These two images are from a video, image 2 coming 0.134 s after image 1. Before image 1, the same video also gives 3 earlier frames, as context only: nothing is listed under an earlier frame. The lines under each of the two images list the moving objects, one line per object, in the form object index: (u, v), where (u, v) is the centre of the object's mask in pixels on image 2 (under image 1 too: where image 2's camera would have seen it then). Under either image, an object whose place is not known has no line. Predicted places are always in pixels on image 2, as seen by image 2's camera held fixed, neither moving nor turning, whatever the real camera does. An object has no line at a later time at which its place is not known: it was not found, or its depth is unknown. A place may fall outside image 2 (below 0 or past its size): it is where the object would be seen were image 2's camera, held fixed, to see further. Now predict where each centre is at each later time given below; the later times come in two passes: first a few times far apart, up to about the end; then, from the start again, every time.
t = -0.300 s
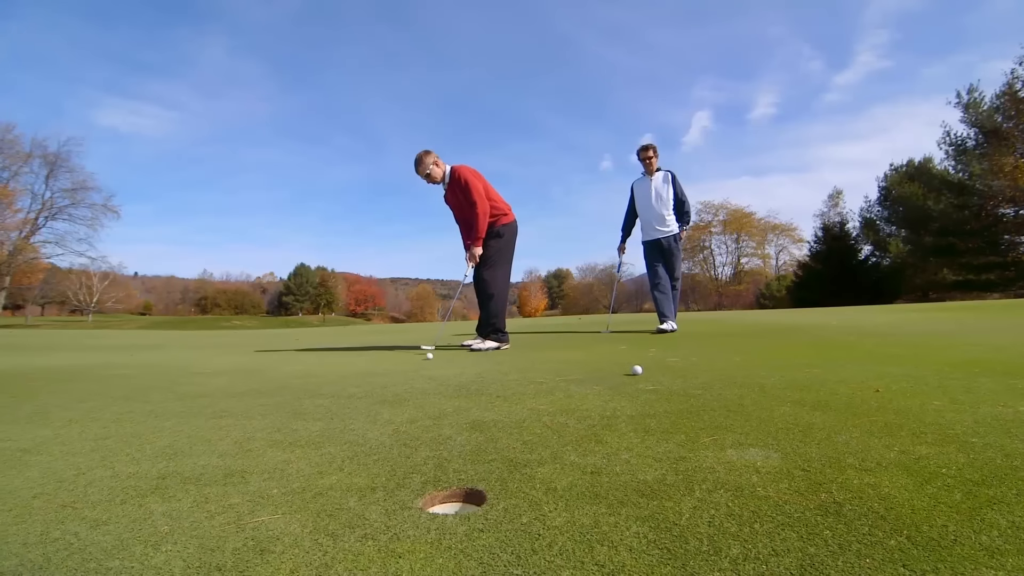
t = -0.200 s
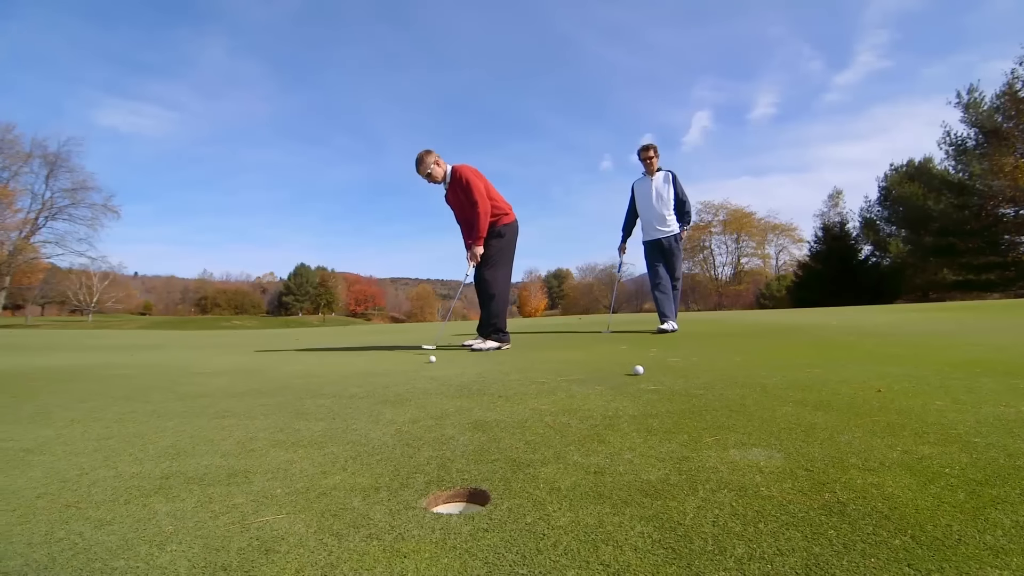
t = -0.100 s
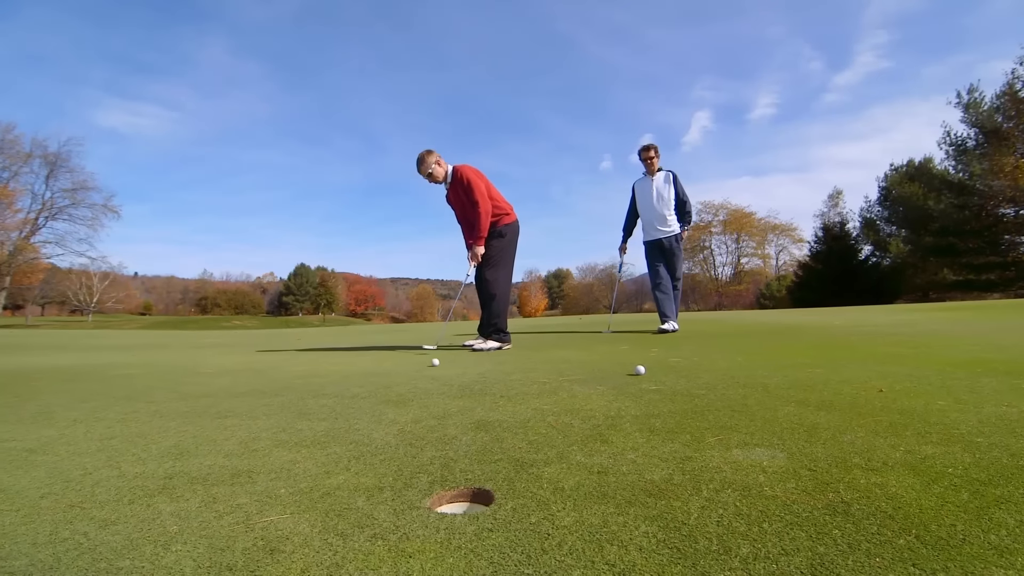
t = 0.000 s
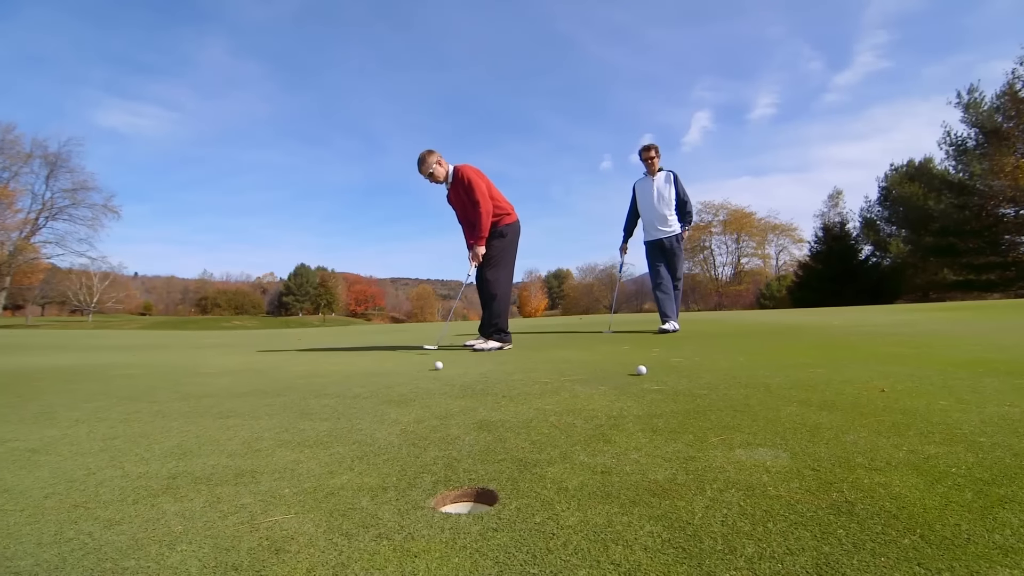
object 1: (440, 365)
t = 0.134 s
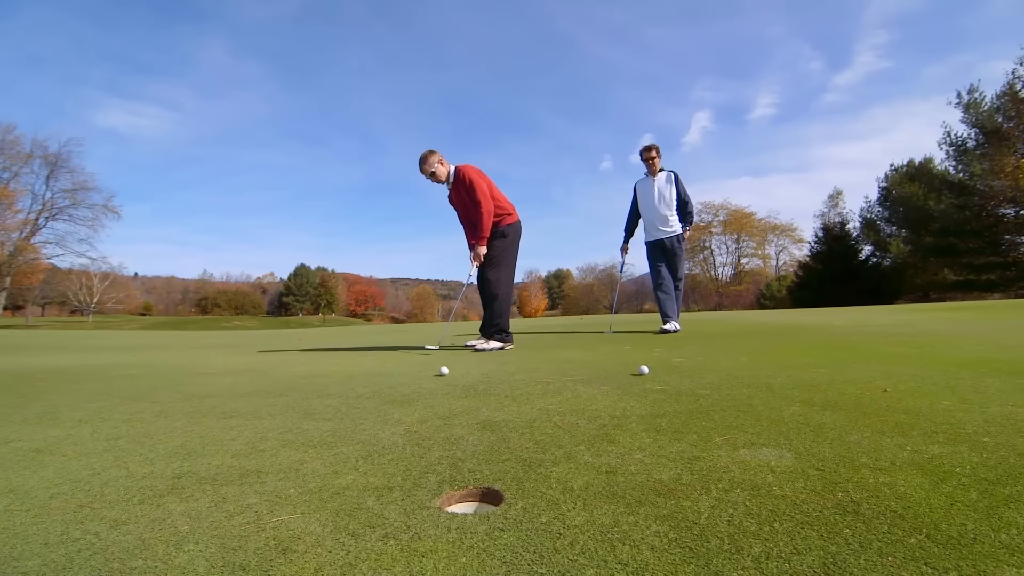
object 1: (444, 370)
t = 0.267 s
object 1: (448, 376)
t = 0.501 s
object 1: (456, 390)
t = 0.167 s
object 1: (445, 372)
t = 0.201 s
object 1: (446, 374)
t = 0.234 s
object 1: (447, 375)
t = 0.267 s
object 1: (448, 376)
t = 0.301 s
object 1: (450, 378)
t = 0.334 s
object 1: (451, 380)
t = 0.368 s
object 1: (452, 381)
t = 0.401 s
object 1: (453, 384)
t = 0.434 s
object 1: (454, 386)
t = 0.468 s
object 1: (455, 388)
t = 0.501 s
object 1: (456, 390)
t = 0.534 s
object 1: (457, 392)
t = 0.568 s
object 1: (458, 395)
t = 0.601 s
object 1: (459, 397)
